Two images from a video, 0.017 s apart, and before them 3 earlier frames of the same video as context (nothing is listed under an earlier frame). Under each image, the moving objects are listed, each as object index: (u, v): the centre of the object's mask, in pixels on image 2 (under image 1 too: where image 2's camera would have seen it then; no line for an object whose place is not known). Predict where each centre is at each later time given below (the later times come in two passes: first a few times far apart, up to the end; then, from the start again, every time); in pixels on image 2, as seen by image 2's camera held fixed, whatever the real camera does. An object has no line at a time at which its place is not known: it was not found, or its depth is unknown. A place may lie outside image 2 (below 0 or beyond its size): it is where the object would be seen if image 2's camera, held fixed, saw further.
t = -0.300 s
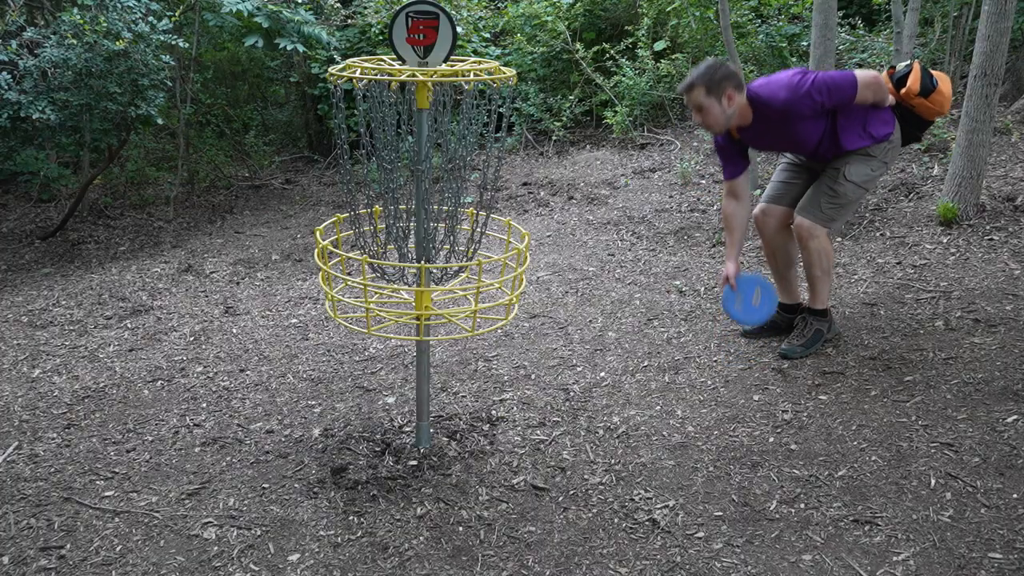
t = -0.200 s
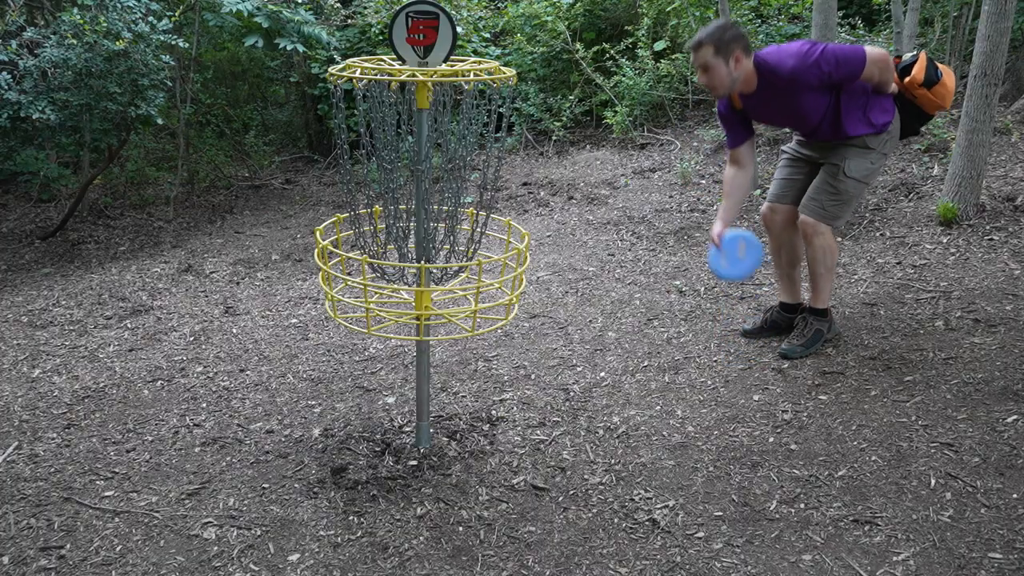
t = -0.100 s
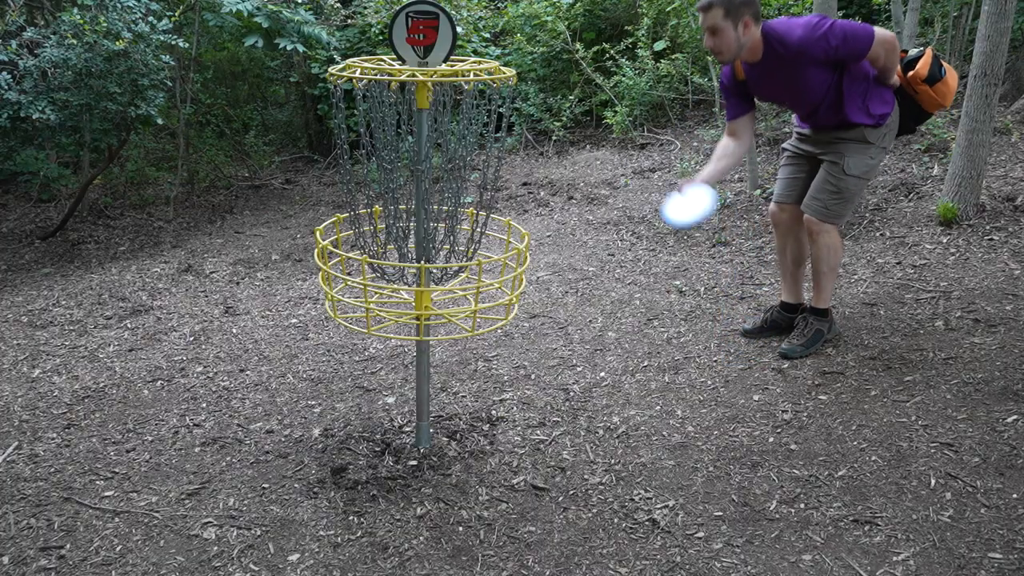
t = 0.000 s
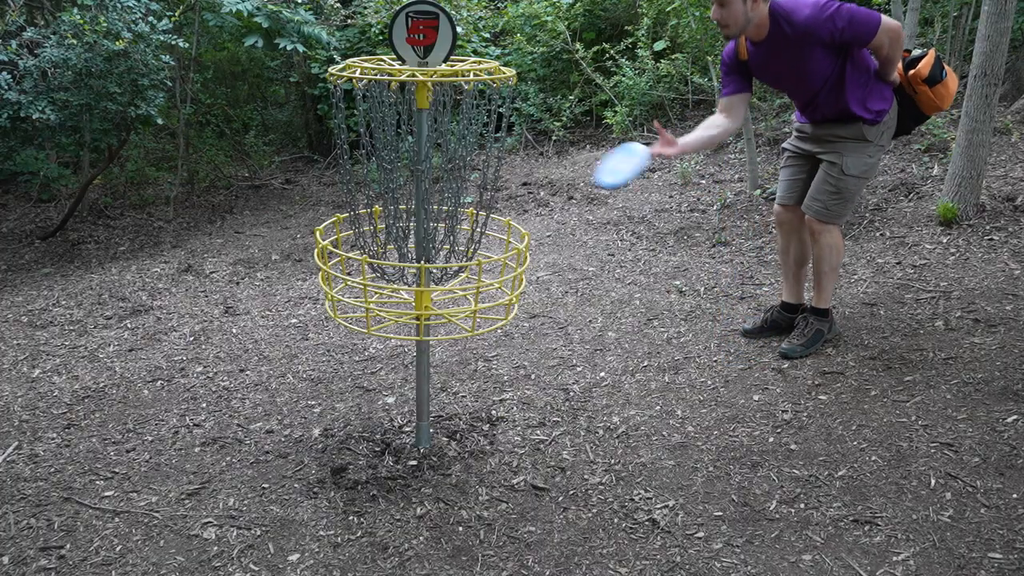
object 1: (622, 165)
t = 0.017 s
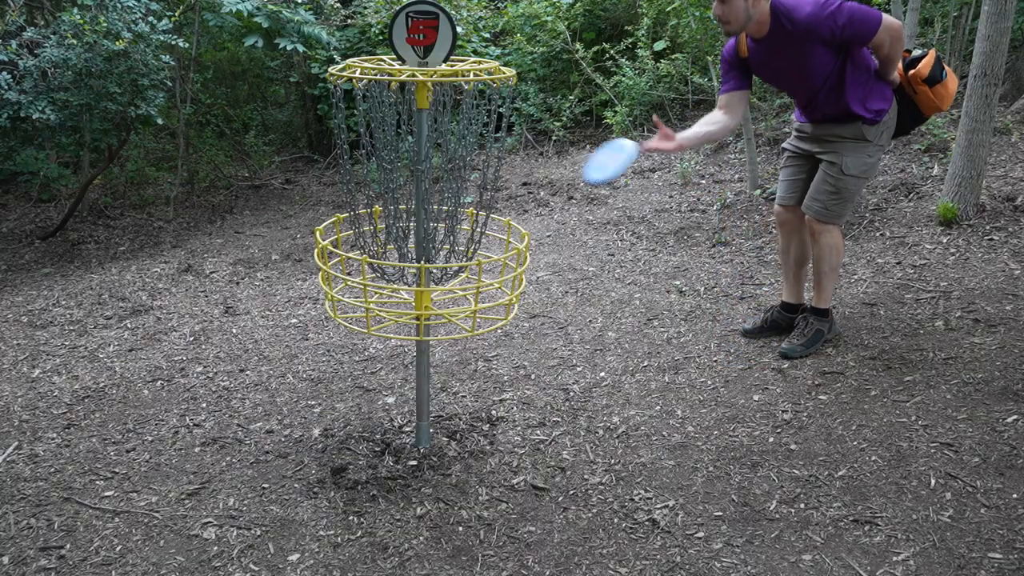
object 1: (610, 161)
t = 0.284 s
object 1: (466, 183)
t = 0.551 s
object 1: (454, 250)
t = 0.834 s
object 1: (485, 290)
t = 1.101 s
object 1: (482, 300)
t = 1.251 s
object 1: (482, 300)
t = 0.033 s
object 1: (598, 157)
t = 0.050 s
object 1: (586, 155)
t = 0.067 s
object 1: (574, 153)
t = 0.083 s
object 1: (561, 152)
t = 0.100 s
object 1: (549, 153)
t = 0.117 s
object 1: (536, 154)
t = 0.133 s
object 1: (524, 155)
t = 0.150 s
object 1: (511, 158)
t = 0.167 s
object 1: (502, 159)
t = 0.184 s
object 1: (492, 161)
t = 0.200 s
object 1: (484, 164)
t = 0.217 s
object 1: (476, 168)
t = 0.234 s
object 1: (474, 169)
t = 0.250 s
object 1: (469, 174)
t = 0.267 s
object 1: (467, 178)
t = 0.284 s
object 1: (466, 183)
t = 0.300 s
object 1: (463, 195)
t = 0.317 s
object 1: (462, 199)
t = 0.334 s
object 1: (462, 200)
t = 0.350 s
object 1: (457, 203)
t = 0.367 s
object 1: (456, 207)
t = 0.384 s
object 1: (457, 221)
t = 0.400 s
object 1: (457, 227)
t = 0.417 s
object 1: (455, 234)
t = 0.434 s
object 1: (453, 238)
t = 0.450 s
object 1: (454, 243)
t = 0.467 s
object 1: (453, 243)
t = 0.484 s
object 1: (453, 244)
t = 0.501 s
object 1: (453, 245)
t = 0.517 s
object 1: (451, 241)
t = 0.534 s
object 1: (452, 243)
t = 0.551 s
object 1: (454, 250)
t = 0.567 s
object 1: (456, 254)
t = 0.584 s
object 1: (456, 258)
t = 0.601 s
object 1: (456, 263)
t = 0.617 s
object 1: (456, 269)
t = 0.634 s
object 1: (459, 270)
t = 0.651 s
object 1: (462, 272)
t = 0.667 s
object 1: (464, 274)
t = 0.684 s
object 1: (467, 276)
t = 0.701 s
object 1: (470, 278)
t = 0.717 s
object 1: (472, 278)
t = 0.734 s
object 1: (475, 280)
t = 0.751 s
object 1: (477, 284)
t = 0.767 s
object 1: (478, 283)
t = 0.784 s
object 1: (479, 283)
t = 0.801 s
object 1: (481, 285)
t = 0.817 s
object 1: (483, 288)
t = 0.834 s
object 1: (485, 290)
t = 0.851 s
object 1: (483, 291)
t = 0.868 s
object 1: (483, 290)
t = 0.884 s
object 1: (488, 292)
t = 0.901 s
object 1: (487, 293)
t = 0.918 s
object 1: (486, 294)
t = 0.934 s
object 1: (483, 294)
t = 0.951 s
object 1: (482, 297)
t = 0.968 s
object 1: (482, 299)
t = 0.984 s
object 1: (482, 298)
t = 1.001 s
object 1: (482, 298)
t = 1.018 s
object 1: (482, 298)
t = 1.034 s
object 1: (482, 299)
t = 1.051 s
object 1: (482, 299)
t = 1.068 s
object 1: (482, 300)
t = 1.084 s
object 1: (482, 300)
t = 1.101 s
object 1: (482, 300)
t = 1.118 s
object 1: (482, 300)
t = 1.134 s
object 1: (482, 300)
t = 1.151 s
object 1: (482, 300)
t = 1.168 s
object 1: (482, 300)
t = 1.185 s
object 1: (482, 300)
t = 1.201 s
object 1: (482, 300)
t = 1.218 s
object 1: (482, 300)
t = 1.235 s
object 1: (482, 300)
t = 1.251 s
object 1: (482, 300)
